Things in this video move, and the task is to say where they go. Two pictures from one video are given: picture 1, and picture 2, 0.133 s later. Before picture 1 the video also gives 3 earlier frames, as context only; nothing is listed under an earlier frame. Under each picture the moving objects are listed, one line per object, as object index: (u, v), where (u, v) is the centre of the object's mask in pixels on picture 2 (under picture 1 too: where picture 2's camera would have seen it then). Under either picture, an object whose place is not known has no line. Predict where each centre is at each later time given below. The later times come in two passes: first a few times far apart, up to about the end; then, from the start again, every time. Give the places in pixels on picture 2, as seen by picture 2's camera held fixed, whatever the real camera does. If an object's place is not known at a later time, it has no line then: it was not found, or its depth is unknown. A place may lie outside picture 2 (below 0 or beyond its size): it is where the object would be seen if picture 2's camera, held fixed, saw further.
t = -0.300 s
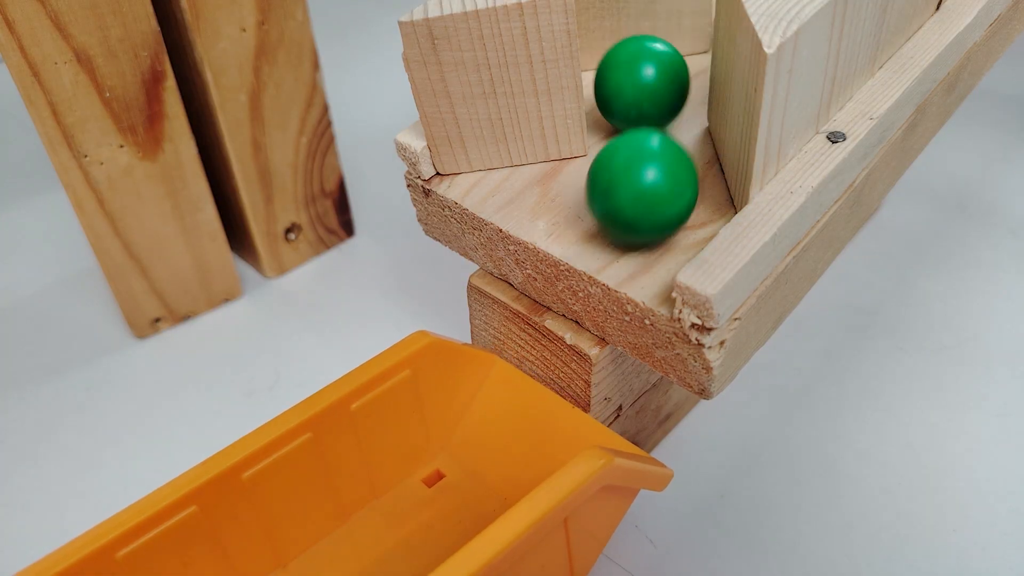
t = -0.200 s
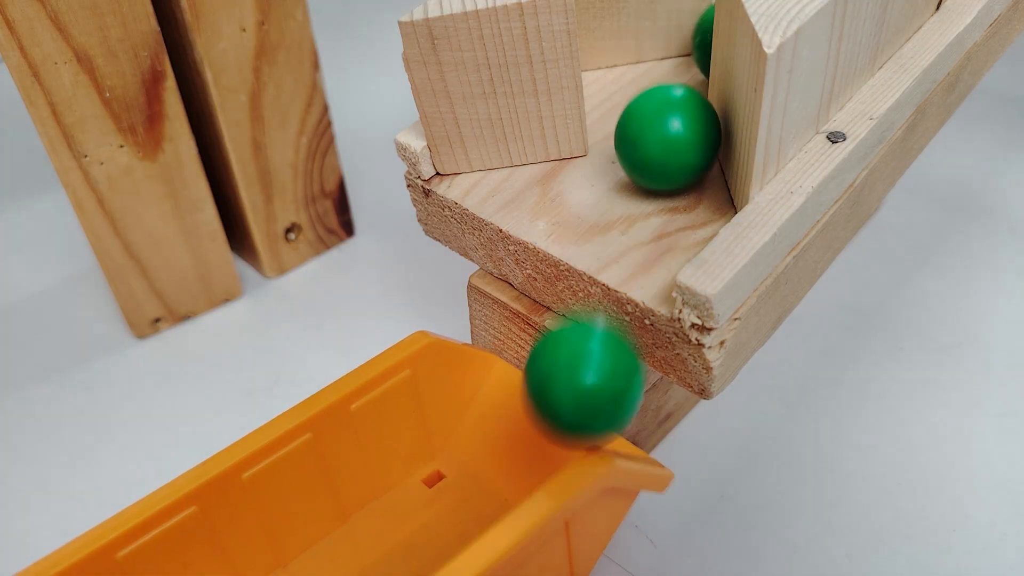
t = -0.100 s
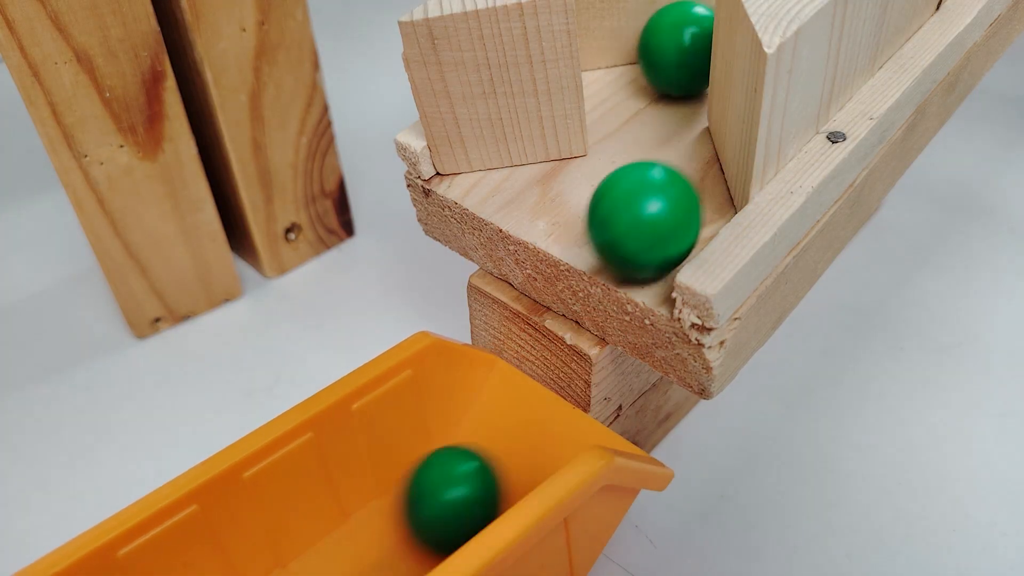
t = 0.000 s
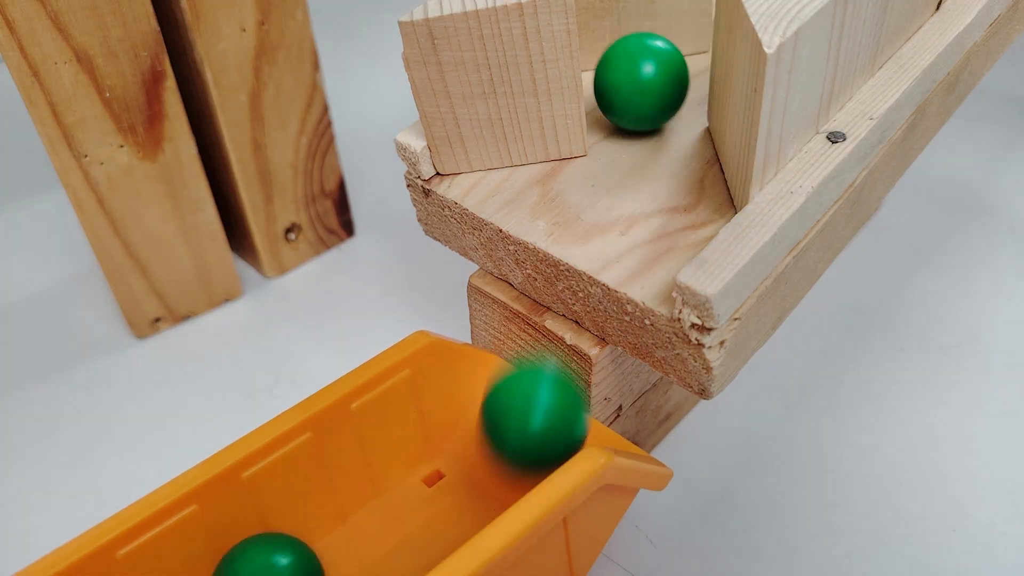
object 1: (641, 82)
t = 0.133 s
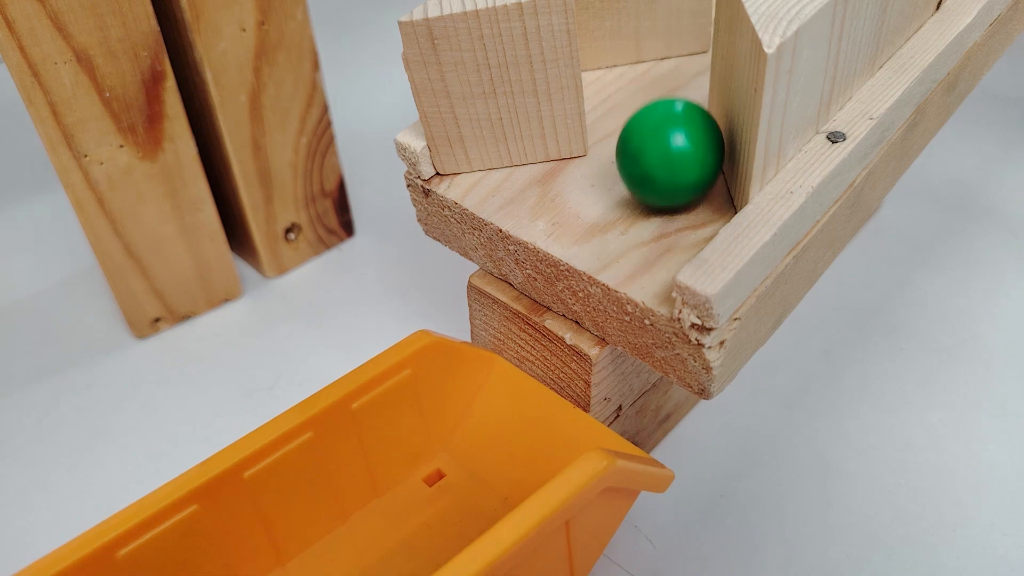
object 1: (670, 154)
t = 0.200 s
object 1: (654, 214)
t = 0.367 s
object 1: (400, 540)
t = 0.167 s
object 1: (671, 186)
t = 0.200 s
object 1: (654, 214)
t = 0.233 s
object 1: (619, 238)
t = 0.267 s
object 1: (578, 283)
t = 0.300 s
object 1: (539, 370)
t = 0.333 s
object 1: (490, 488)
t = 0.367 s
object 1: (400, 540)
